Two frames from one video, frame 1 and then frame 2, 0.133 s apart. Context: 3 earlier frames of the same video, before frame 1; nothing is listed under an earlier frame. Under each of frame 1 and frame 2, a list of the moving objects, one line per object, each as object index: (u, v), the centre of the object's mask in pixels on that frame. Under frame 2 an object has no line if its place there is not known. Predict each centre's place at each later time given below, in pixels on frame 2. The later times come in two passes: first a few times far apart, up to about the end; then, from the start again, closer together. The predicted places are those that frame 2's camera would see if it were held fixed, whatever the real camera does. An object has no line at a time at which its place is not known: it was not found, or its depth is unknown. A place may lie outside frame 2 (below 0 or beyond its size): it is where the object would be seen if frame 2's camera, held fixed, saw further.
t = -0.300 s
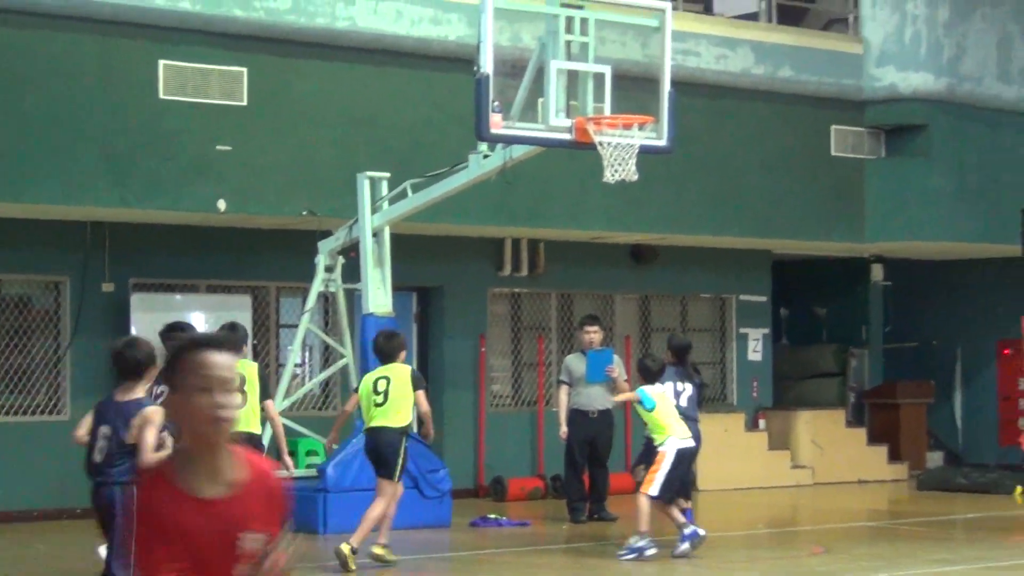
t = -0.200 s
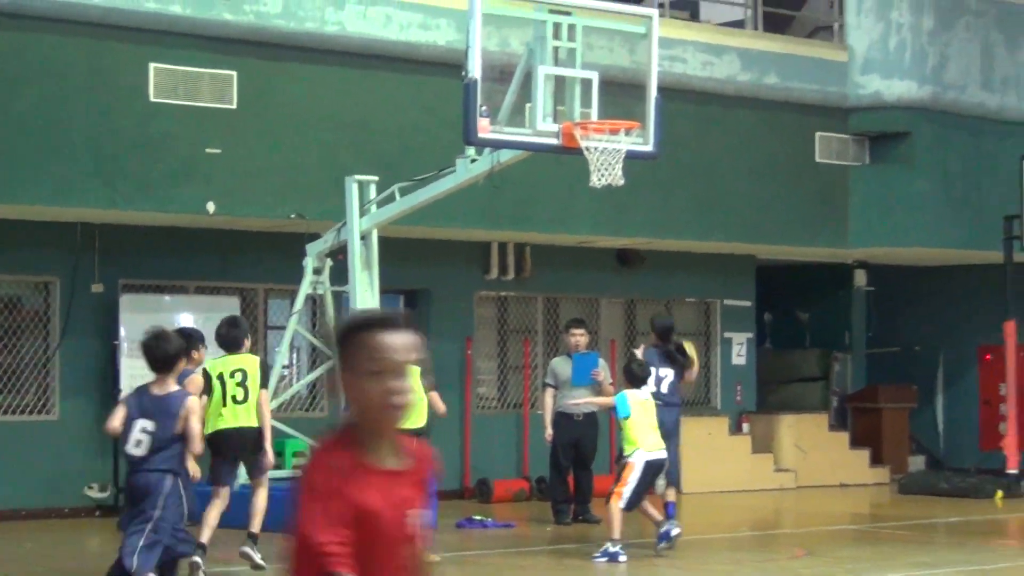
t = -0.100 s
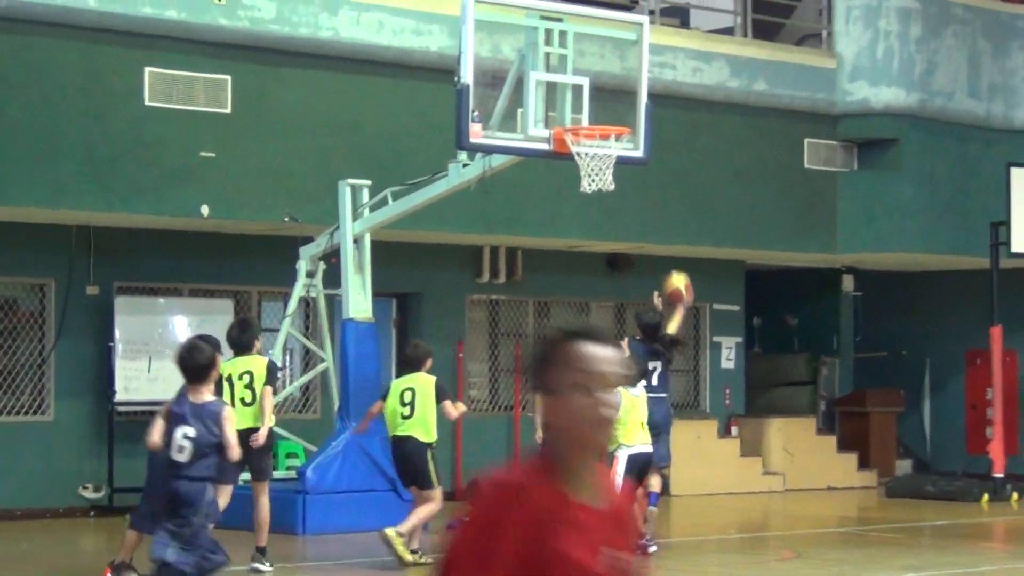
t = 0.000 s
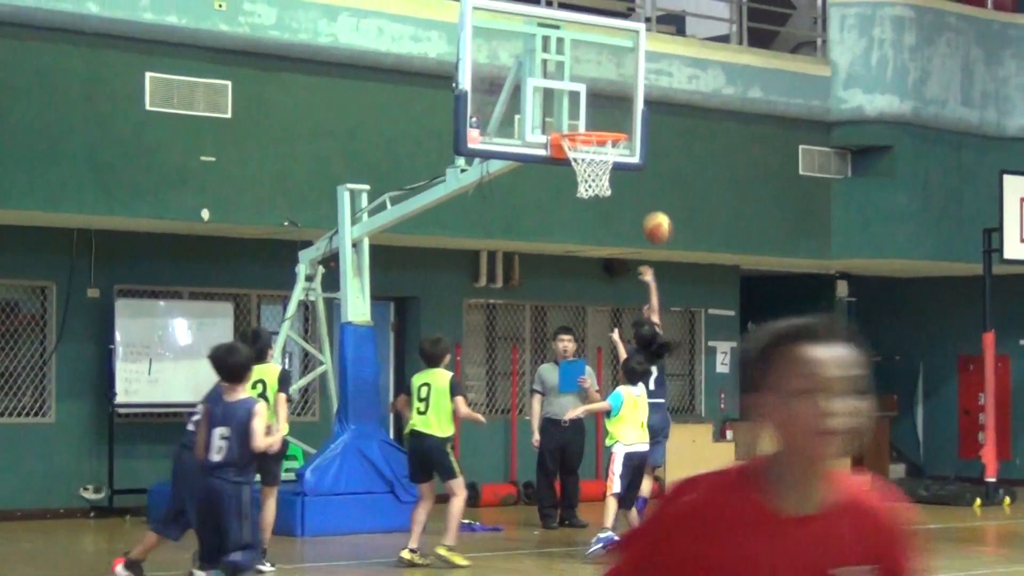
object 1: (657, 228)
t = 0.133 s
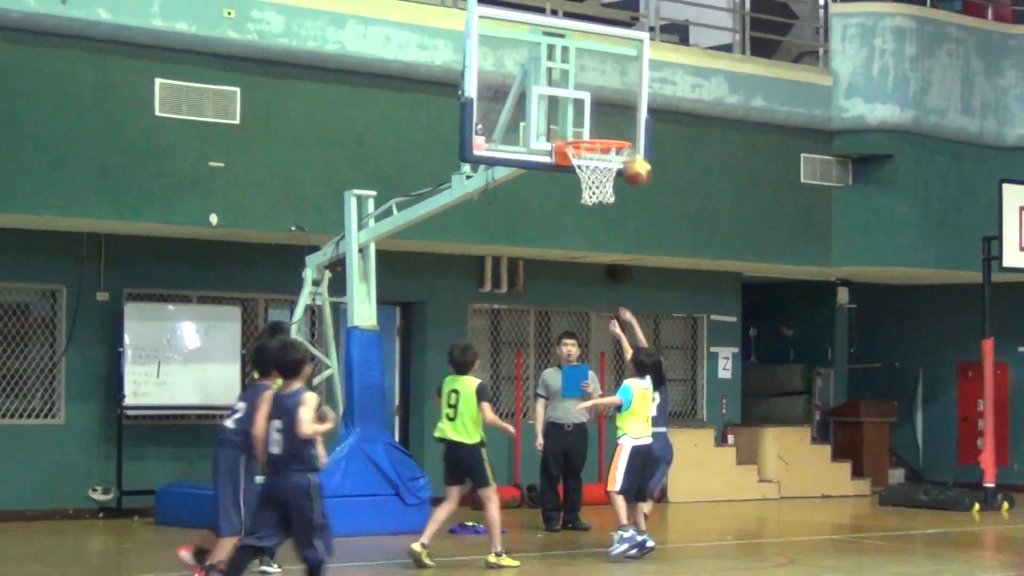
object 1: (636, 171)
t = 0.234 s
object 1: (617, 131)
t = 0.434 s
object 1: (597, 126)
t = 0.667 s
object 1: (594, 125)
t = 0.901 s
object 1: (594, 129)
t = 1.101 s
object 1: (603, 136)
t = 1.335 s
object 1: (625, 187)
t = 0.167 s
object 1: (632, 160)
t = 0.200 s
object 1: (627, 139)
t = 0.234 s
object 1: (617, 131)
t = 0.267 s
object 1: (613, 128)
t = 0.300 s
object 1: (610, 126)
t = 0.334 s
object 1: (606, 125)
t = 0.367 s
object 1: (603, 126)
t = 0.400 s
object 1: (599, 127)
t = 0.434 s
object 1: (597, 126)
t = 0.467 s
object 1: (596, 125)
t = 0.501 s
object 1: (596, 123)
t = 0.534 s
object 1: (595, 122)
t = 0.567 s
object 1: (595, 123)
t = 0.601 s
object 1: (594, 124)
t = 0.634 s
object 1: (594, 125)
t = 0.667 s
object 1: (594, 125)
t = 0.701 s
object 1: (594, 124)
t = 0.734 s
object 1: (594, 124)
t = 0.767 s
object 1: (593, 125)
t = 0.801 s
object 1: (593, 126)
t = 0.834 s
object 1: (593, 127)
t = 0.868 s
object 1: (594, 129)
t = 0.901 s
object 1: (594, 129)
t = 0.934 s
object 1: (595, 129)
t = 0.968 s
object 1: (598, 129)
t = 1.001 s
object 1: (600, 131)
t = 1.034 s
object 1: (602, 132)
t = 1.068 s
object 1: (602, 134)
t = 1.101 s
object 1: (603, 136)
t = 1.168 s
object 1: (603, 154)
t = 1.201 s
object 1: (605, 155)
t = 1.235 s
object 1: (621, 173)
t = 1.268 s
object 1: (621, 175)
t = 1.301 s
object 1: (623, 180)
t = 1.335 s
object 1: (625, 187)
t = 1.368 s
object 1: (627, 197)
